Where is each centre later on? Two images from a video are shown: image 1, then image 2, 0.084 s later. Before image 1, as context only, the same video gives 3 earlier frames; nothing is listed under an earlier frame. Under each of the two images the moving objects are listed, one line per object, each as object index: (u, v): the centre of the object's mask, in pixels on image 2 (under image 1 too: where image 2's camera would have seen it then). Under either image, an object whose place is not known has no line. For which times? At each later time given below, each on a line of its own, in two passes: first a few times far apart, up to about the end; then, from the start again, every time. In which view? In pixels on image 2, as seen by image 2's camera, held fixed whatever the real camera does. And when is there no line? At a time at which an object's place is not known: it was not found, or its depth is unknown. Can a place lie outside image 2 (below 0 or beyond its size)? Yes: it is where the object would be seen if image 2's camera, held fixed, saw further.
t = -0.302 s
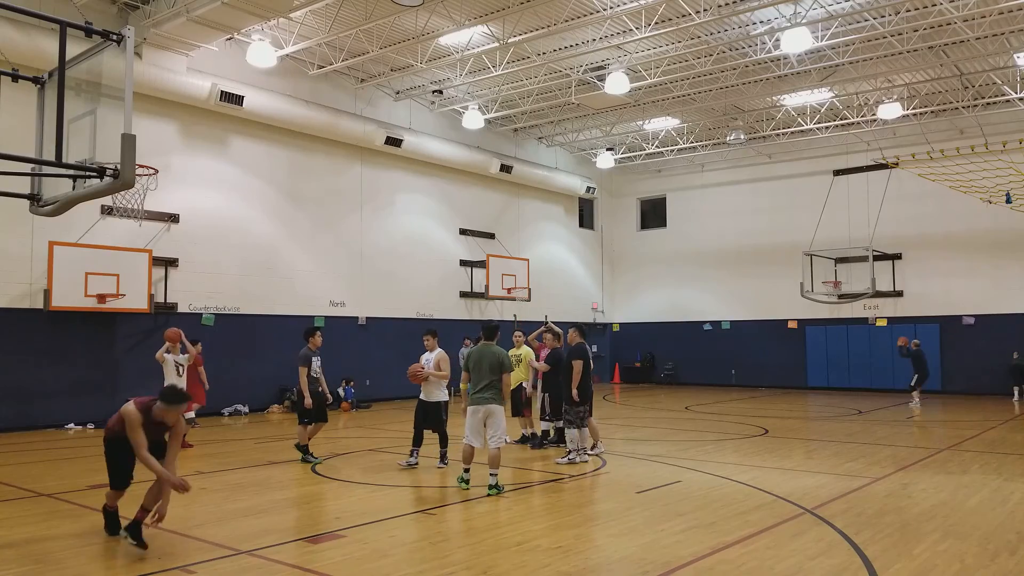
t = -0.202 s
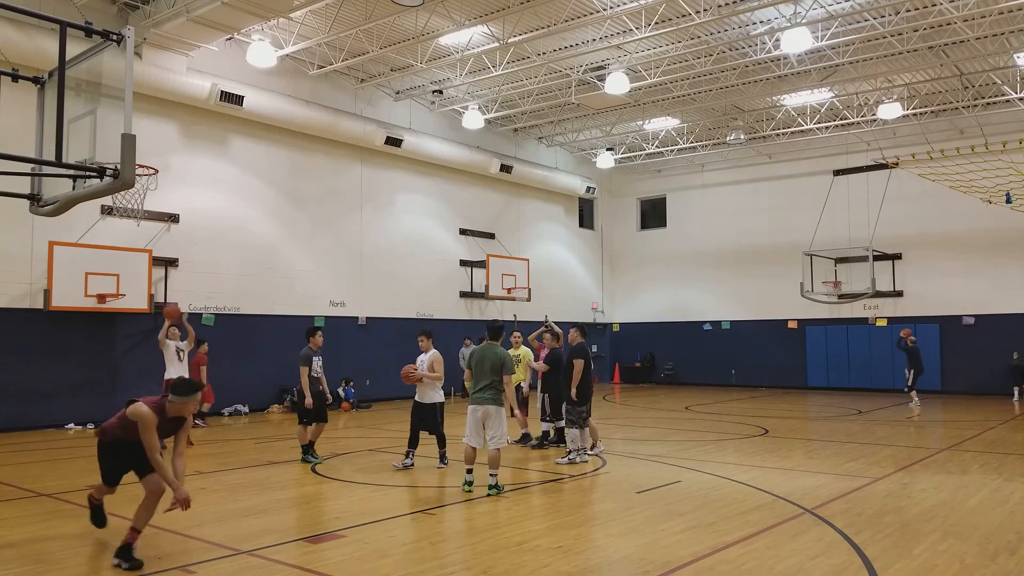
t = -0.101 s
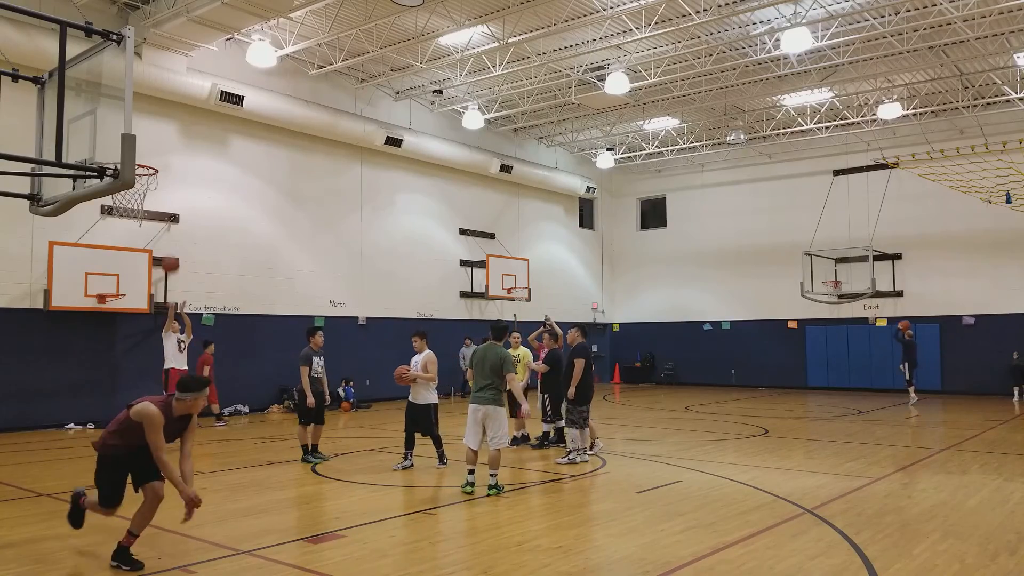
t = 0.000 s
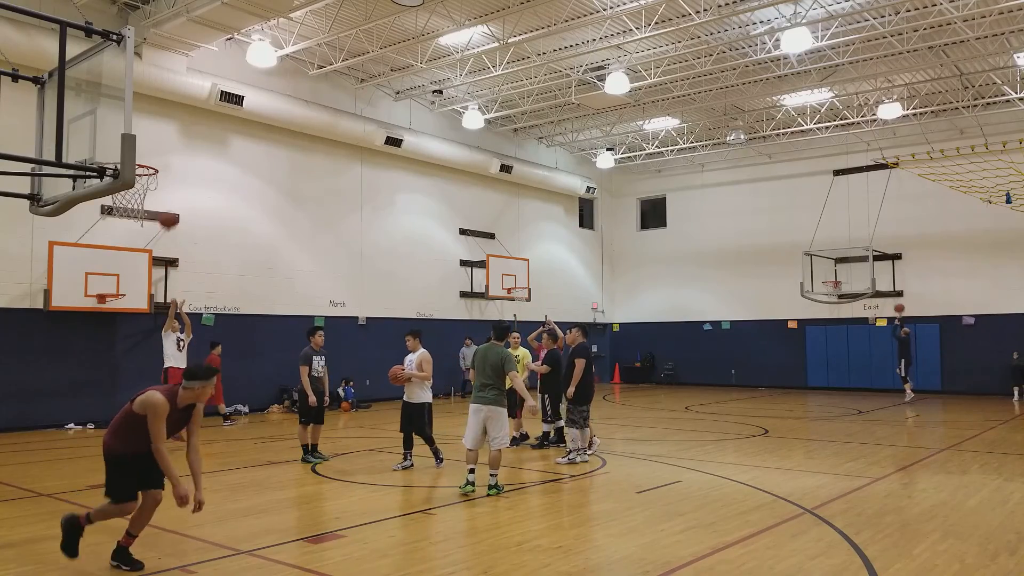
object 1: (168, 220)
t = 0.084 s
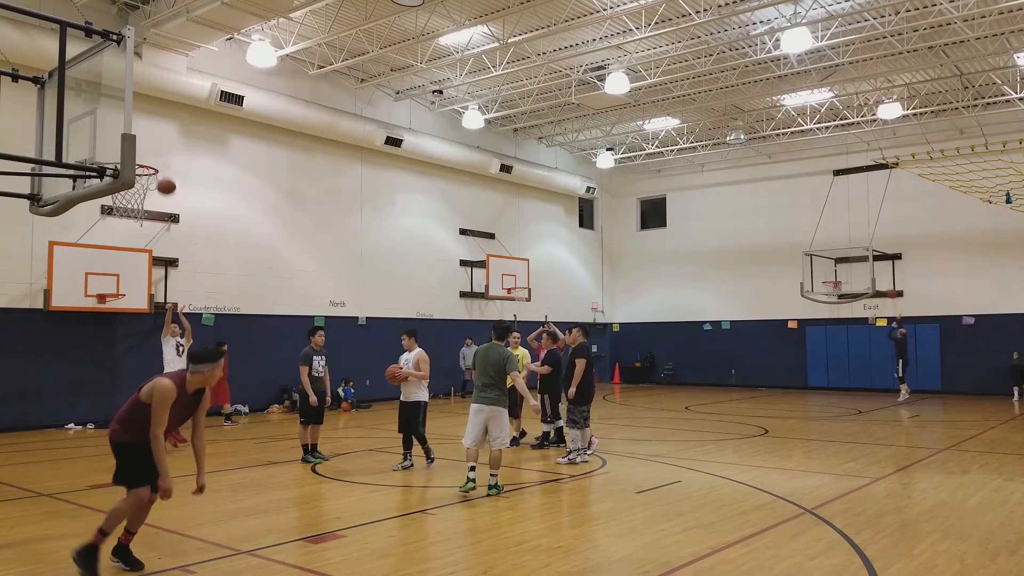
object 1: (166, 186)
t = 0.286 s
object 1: (161, 121)
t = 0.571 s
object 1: (151, 72)
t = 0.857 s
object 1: (141, 87)
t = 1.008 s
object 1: (138, 129)
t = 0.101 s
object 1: (166, 180)
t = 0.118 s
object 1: (166, 174)
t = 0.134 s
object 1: (165, 168)
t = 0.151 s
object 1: (164, 162)
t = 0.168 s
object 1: (164, 157)
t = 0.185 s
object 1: (163, 151)
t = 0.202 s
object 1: (163, 146)
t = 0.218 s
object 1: (162, 140)
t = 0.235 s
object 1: (162, 136)
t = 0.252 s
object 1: (161, 131)
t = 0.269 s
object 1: (161, 126)
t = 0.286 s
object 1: (161, 121)
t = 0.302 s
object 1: (160, 117)
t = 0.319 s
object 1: (160, 112)
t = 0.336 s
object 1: (159, 109)
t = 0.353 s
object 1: (159, 105)
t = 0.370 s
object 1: (158, 102)
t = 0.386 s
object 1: (158, 98)
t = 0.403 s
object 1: (157, 95)
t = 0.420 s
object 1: (157, 92)
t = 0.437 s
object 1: (156, 89)
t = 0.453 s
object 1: (155, 85)
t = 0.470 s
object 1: (155, 83)
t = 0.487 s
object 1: (154, 80)
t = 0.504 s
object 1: (154, 78)
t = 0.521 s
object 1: (153, 76)
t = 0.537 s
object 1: (153, 74)
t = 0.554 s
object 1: (152, 73)
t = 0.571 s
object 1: (151, 72)
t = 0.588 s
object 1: (150, 71)
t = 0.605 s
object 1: (150, 70)
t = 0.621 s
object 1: (149, 69)
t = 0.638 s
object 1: (149, 69)
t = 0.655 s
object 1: (148, 69)
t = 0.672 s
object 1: (147, 69)
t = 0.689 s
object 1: (146, 69)
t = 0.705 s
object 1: (146, 69)
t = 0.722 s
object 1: (145, 70)
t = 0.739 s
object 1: (144, 71)
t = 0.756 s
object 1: (144, 73)
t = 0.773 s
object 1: (144, 74)
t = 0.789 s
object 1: (143, 76)
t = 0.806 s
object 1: (143, 79)
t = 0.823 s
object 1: (142, 81)
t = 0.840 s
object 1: (142, 84)
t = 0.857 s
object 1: (141, 87)
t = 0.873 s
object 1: (141, 91)
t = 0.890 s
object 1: (140, 94)
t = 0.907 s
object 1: (140, 98)
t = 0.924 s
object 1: (140, 103)
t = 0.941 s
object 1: (139, 107)
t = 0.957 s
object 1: (138, 113)
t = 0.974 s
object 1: (138, 118)
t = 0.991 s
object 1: (138, 124)
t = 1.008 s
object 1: (138, 129)
